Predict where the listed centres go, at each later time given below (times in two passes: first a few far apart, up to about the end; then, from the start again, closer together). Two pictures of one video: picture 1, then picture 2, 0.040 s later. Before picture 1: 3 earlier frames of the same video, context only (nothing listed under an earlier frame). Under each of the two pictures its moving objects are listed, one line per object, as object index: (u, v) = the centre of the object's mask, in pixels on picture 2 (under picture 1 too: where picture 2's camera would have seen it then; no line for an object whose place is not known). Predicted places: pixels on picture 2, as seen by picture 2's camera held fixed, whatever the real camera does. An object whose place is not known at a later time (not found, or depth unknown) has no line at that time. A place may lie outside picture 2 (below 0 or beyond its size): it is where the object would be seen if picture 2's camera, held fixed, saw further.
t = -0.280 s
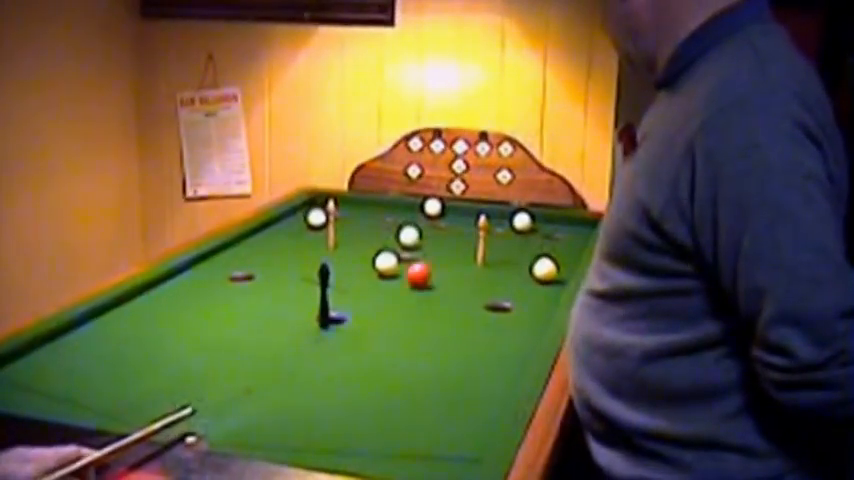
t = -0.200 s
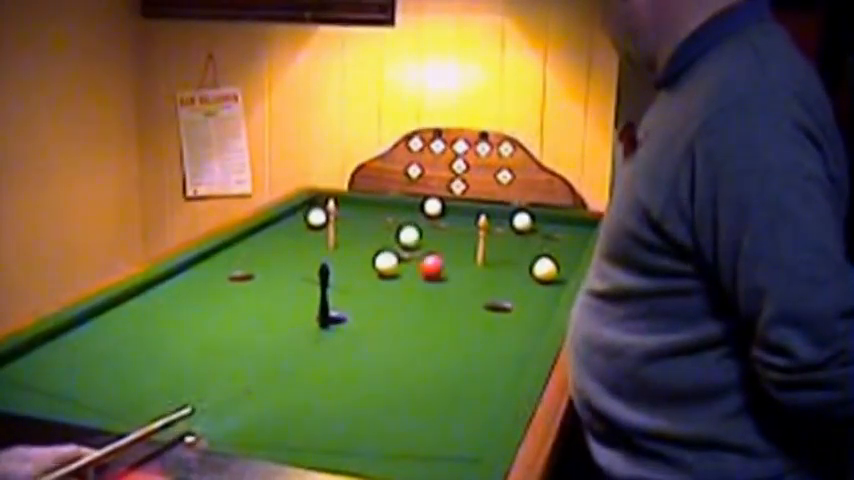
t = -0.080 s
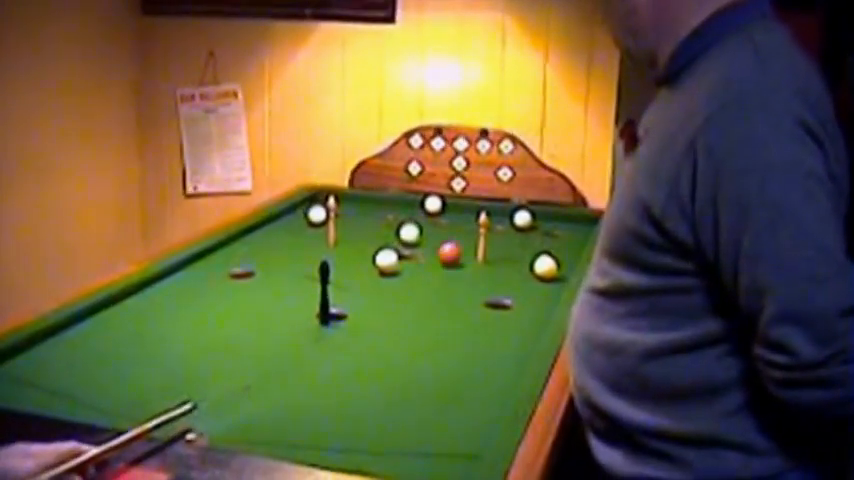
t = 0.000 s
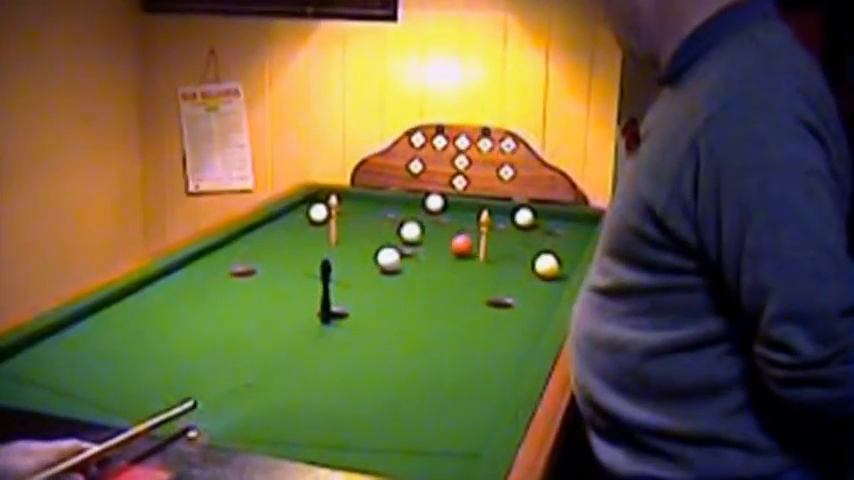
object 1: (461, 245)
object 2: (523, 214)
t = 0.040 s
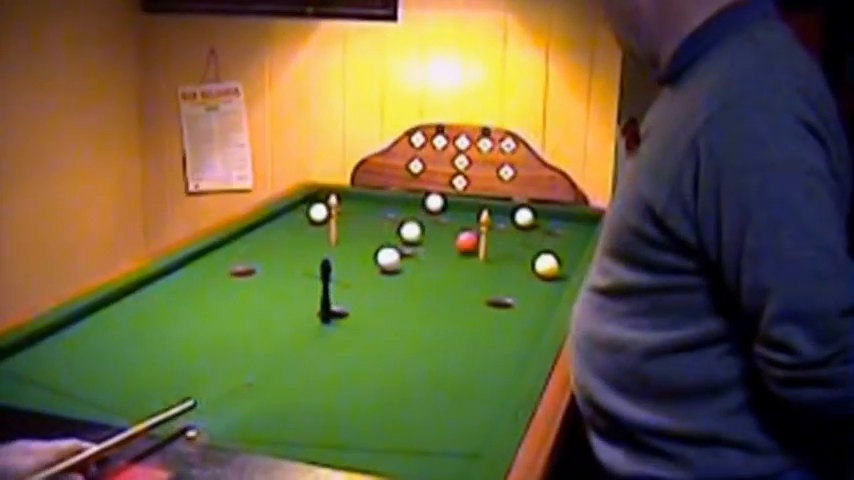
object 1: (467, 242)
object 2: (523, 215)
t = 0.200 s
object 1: (486, 232)
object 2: (523, 214)
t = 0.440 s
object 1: (504, 220)
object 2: (528, 214)
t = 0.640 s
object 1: (486, 216)
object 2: (550, 213)
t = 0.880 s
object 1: (482, 217)
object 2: (570, 214)
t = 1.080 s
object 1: (479, 217)
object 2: (578, 217)
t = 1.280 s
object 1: (478, 217)
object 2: (586, 219)
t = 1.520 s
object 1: (479, 217)
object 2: (583, 219)
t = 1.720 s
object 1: (479, 218)
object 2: (579, 220)
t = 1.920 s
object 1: (478, 218)
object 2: (577, 219)
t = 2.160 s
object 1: (479, 217)
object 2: (577, 220)
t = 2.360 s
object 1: (479, 217)
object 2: (576, 220)
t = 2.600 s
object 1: (479, 217)
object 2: (576, 220)
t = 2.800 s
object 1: (479, 216)
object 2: (576, 219)
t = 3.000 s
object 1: (479, 216)
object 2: (576, 220)
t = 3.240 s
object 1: (479, 217)
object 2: (577, 219)
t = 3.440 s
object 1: (478, 217)
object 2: (576, 219)
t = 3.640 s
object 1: (479, 218)
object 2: (577, 221)
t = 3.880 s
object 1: (479, 218)
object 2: (576, 219)
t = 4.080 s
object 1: (479, 217)
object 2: (576, 220)
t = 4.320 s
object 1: (479, 217)
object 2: (577, 220)
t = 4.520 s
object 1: (479, 217)
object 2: (576, 219)
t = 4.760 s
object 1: (479, 217)
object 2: (576, 219)
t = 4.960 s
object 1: (479, 218)
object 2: (576, 220)
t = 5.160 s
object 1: (479, 217)
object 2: (577, 219)
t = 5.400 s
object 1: (479, 217)
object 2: (576, 219)
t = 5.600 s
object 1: (480, 217)
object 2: (576, 219)
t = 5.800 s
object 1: (479, 217)
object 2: (576, 220)
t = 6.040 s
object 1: (479, 217)
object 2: (576, 220)
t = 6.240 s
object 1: (479, 218)
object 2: (576, 221)
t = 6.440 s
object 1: (479, 217)
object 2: (576, 221)
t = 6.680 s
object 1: (479, 218)
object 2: (576, 221)
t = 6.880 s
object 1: (480, 217)
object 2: (576, 221)
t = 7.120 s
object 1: (480, 218)
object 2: (577, 221)
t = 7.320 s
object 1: (480, 218)
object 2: (577, 220)
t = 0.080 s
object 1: (470, 239)
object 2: (523, 214)
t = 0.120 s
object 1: (473, 237)
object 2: (523, 215)
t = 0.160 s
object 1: (478, 234)
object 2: (523, 215)
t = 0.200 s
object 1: (486, 232)
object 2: (523, 214)
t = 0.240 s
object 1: (493, 230)
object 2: (523, 214)
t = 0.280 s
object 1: (496, 227)
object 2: (523, 214)
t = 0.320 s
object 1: (498, 225)
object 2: (523, 214)
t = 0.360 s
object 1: (502, 222)
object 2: (524, 214)
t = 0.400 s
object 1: (505, 219)
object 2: (524, 214)
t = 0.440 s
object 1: (504, 220)
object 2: (528, 214)
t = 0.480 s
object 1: (500, 221)
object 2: (532, 214)
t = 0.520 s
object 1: (497, 219)
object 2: (536, 214)
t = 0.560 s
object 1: (491, 217)
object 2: (541, 213)
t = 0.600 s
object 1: (488, 216)
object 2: (546, 213)
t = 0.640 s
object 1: (486, 216)
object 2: (550, 213)
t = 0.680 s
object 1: (486, 217)
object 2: (554, 213)
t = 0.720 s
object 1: (486, 216)
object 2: (558, 213)
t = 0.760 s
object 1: (484, 217)
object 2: (562, 212)
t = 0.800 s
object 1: (484, 217)
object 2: (565, 213)
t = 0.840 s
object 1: (483, 217)
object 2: (567, 213)
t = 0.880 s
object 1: (482, 217)
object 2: (570, 214)
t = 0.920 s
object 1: (481, 217)
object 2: (571, 214)
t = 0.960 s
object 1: (480, 217)
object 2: (572, 215)
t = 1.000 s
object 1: (480, 217)
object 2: (575, 216)
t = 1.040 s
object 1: (480, 217)
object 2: (576, 216)
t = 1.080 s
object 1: (479, 217)
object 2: (578, 217)
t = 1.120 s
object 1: (479, 217)
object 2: (579, 217)
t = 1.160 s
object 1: (479, 217)
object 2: (582, 217)
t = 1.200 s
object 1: (479, 218)
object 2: (583, 217)
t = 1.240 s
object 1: (478, 217)
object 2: (585, 218)
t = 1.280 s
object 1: (478, 217)
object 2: (586, 219)
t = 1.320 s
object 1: (479, 218)
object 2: (587, 218)
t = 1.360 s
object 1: (479, 217)
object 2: (586, 219)
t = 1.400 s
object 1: (479, 218)
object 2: (586, 219)
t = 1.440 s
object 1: (478, 217)
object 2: (584, 219)
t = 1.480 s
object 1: (479, 217)
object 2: (583, 219)
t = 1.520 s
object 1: (479, 217)
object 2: (583, 219)
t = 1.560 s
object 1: (479, 217)
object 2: (582, 219)
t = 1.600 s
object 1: (479, 217)
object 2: (581, 219)
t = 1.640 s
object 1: (479, 217)
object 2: (580, 219)
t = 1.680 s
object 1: (479, 218)
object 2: (580, 219)
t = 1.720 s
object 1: (479, 218)
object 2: (579, 220)
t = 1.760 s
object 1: (479, 218)
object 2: (578, 220)
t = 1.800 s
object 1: (479, 218)
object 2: (578, 220)
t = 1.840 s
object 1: (479, 218)
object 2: (578, 219)
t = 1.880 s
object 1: (478, 218)
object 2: (577, 220)
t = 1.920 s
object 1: (478, 218)
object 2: (577, 219)
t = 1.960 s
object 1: (479, 218)
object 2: (577, 219)
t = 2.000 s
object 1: (478, 218)
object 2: (576, 220)
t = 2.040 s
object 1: (478, 218)
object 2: (577, 219)
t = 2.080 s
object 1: (479, 217)
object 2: (577, 219)
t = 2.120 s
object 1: (479, 218)
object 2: (576, 220)
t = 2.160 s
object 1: (479, 217)
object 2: (577, 220)
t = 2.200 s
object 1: (479, 218)
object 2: (576, 219)
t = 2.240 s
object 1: (480, 217)
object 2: (576, 220)
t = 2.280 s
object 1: (479, 217)
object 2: (576, 220)
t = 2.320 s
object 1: (479, 217)
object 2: (577, 219)
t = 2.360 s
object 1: (479, 217)
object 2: (576, 220)
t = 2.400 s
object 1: (480, 217)
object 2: (577, 220)
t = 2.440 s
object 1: (479, 217)
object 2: (576, 219)
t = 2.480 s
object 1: (479, 216)
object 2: (576, 220)
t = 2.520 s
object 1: (479, 215)
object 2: (576, 220)
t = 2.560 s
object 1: (479, 218)
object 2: (576, 220)
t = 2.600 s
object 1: (479, 217)
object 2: (576, 220)
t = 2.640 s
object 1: (479, 217)
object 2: (576, 219)
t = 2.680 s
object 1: (480, 216)
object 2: (577, 219)
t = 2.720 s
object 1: (480, 216)
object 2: (577, 220)
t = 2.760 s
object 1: (479, 216)
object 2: (577, 220)
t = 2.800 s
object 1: (479, 216)
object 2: (576, 219)
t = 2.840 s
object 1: (479, 217)
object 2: (577, 219)
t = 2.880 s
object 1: (479, 216)
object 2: (576, 220)
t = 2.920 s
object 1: (479, 216)
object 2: (577, 220)
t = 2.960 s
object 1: (479, 216)
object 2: (577, 220)
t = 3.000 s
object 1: (479, 216)
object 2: (576, 220)
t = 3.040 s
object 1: (479, 217)
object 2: (576, 220)
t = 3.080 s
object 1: (479, 217)
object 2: (577, 219)
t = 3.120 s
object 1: (479, 216)
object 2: (576, 220)
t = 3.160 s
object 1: (479, 216)
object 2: (577, 220)
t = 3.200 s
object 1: (479, 217)
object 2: (576, 219)
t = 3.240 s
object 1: (479, 217)
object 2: (577, 219)
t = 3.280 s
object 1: (479, 217)
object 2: (576, 220)
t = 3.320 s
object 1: (479, 217)
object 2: (577, 220)
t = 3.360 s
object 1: (479, 217)
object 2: (577, 220)
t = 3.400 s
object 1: (478, 217)
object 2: (577, 220)
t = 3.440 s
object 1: (478, 217)
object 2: (576, 219)
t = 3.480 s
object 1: (478, 217)
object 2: (577, 220)
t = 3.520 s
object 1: (479, 217)
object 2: (577, 220)
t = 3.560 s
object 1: (479, 217)
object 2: (577, 220)
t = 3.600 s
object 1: (479, 217)
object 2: (577, 221)
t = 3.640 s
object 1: (479, 218)
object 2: (577, 221)
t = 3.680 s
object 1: (479, 218)
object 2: (577, 220)
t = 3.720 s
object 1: (479, 218)
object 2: (576, 220)
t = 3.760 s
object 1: (479, 217)
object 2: (576, 219)
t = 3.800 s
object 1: (479, 218)
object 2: (576, 220)
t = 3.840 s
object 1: (479, 218)
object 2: (576, 220)
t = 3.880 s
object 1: (479, 218)
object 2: (576, 219)
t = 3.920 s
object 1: (479, 218)
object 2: (576, 219)
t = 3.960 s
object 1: (479, 218)
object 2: (576, 219)
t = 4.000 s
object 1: (479, 218)
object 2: (576, 219)
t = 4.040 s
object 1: (479, 218)
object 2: (576, 219)
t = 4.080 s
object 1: (479, 217)
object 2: (576, 220)
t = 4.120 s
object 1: (479, 218)
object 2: (576, 220)
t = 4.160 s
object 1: (479, 218)
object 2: (577, 219)
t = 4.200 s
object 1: (479, 217)
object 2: (576, 220)
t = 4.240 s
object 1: (479, 217)
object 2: (576, 219)
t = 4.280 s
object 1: (479, 217)
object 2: (576, 220)
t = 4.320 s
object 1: (479, 217)
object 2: (577, 220)
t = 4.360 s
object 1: (479, 217)
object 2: (577, 219)
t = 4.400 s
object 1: (479, 217)
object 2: (576, 219)
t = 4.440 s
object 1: (479, 217)
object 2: (577, 220)
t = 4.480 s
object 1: (480, 217)
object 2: (577, 220)
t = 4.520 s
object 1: (479, 217)
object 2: (576, 219)
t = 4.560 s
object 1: (479, 217)
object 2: (576, 219)
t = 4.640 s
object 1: (479, 217)
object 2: (576, 219)
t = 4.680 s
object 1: (480, 217)
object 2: (577, 220)
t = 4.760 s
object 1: (479, 217)
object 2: (576, 219)
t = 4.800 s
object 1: (479, 218)
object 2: (577, 220)
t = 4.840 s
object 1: (479, 218)
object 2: (576, 220)
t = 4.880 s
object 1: (479, 217)
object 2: (577, 220)
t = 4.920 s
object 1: (480, 218)
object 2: (577, 220)
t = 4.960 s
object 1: (479, 218)
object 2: (576, 220)
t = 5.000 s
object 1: (479, 218)
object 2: (576, 220)
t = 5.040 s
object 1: (478, 218)
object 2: (576, 220)
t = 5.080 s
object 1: (479, 217)
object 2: (577, 220)
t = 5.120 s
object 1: (479, 217)
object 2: (576, 220)
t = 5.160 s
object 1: (479, 217)
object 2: (577, 219)
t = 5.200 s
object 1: (479, 217)
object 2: (576, 220)
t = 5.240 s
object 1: (479, 217)
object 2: (577, 220)
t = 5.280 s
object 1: (479, 217)
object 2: (576, 220)
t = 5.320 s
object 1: (479, 217)
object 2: (576, 220)
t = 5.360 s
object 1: (479, 217)
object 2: (576, 219)
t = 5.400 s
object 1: (479, 217)
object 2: (576, 219)
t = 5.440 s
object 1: (479, 217)
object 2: (576, 219)
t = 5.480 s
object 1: (479, 217)
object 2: (576, 219)
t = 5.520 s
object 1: (479, 217)
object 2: (576, 219)
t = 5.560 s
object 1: (480, 217)
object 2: (576, 219)
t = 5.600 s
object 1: (480, 217)
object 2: (576, 219)
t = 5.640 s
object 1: (480, 217)
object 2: (576, 220)
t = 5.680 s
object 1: (479, 217)
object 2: (577, 220)
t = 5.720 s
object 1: (479, 217)
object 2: (577, 220)
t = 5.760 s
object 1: (479, 217)
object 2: (577, 219)
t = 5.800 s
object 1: (479, 217)
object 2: (576, 220)
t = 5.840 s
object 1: (479, 217)
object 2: (577, 220)
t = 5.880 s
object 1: (479, 217)
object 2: (577, 220)
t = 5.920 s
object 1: (479, 217)
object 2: (577, 220)
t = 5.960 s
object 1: (479, 217)
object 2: (576, 220)
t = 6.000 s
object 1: (479, 217)
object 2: (576, 220)
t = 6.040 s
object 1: (479, 217)
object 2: (576, 220)
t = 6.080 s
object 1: (479, 217)
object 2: (576, 221)
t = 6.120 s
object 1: (479, 218)
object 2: (576, 220)
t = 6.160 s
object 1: (479, 218)
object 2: (576, 221)
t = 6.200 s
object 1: (479, 218)
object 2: (576, 221)
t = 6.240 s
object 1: (479, 218)
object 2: (576, 221)
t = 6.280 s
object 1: (479, 218)
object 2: (576, 221)
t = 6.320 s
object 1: (479, 217)
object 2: (576, 220)
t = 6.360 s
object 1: (479, 217)
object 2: (576, 221)
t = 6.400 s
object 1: (480, 217)
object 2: (576, 220)
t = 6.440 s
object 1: (479, 217)
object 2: (576, 221)
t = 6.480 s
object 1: (479, 218)
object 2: (576, 220)
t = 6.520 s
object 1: (479, 218)
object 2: (576, 221)
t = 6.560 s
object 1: (479, 218)
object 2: (576, 221)
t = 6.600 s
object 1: (479, 218)
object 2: (576, 221)
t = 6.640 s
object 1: (479, 218)
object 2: (577, 221)
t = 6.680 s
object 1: (479, 218)
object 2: (576, 221)
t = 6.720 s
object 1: (479, 218)
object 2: (576, 221)
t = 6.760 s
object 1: (480, 218)
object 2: (576, 221)
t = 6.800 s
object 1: (480, 218)
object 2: (576, 221)
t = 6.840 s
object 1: (480, 218)
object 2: (577, 221)
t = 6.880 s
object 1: (480, 217)
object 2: (576, 221)
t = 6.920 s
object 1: (480, 218)
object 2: (576, 221)
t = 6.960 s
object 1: (480, 218)
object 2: (577, 221)
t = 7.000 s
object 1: (480, 218)
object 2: (577, 221)
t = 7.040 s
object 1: (480, 218)
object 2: (577, 221)
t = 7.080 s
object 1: (480, 218)
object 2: (577, 221)
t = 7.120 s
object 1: (480, 218)
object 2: (577, 221)
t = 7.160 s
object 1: (480, 218)
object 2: (577, 220)
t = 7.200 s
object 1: (480, 218)
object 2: (577, 220)
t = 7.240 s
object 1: (480, 218)
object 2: (577, 220)
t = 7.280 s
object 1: (480, 218)
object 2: (577, 220)
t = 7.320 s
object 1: (480, 218)
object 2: (577, 220)
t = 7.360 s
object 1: (480, 217)
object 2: (576, 221)
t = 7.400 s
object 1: (480, 218)
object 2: (577, 221)
